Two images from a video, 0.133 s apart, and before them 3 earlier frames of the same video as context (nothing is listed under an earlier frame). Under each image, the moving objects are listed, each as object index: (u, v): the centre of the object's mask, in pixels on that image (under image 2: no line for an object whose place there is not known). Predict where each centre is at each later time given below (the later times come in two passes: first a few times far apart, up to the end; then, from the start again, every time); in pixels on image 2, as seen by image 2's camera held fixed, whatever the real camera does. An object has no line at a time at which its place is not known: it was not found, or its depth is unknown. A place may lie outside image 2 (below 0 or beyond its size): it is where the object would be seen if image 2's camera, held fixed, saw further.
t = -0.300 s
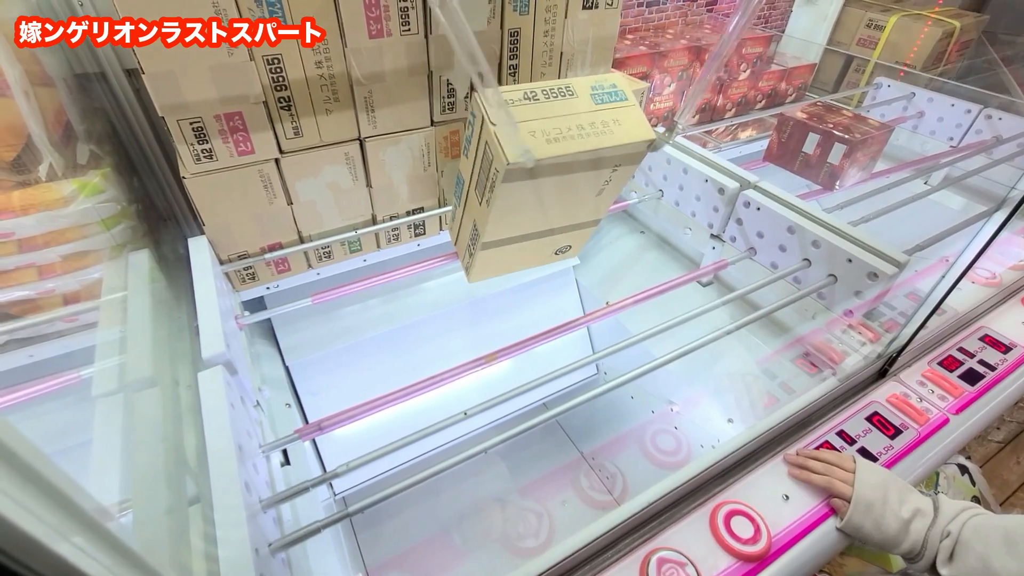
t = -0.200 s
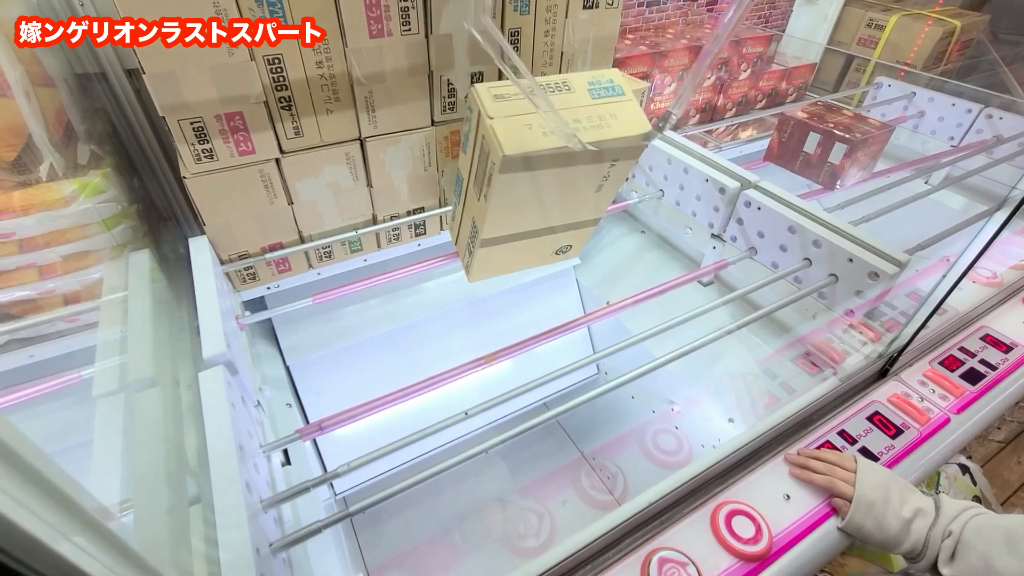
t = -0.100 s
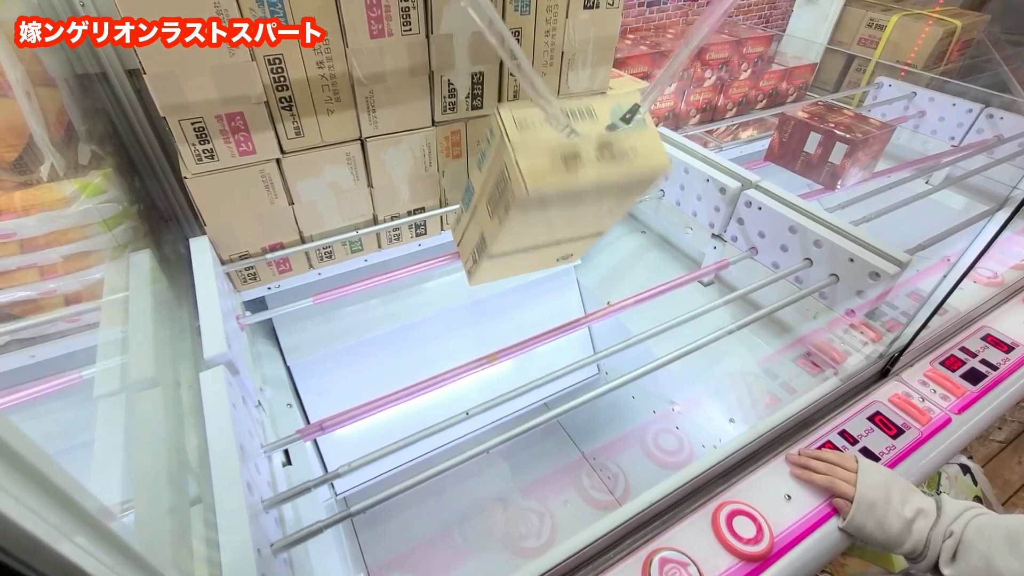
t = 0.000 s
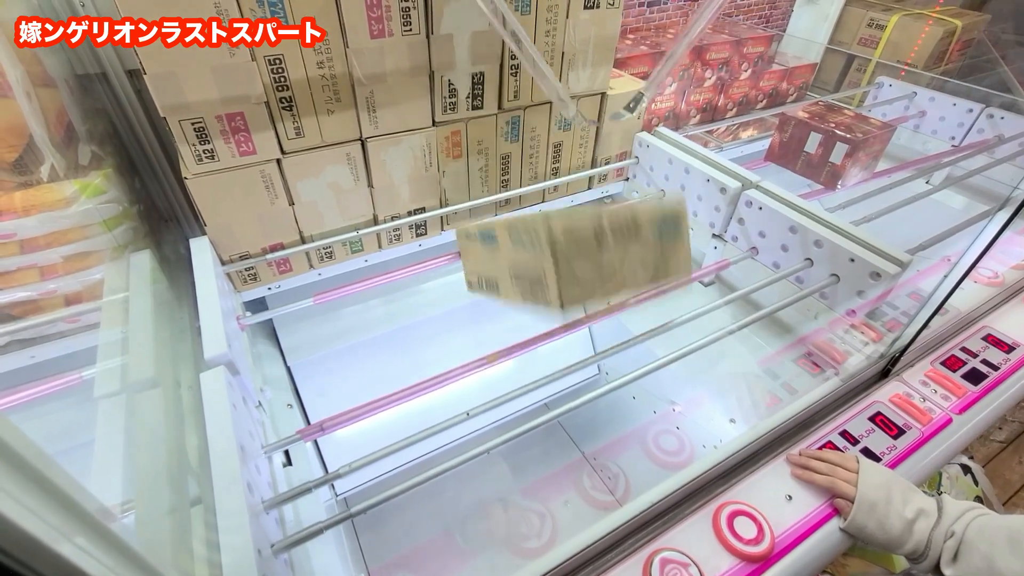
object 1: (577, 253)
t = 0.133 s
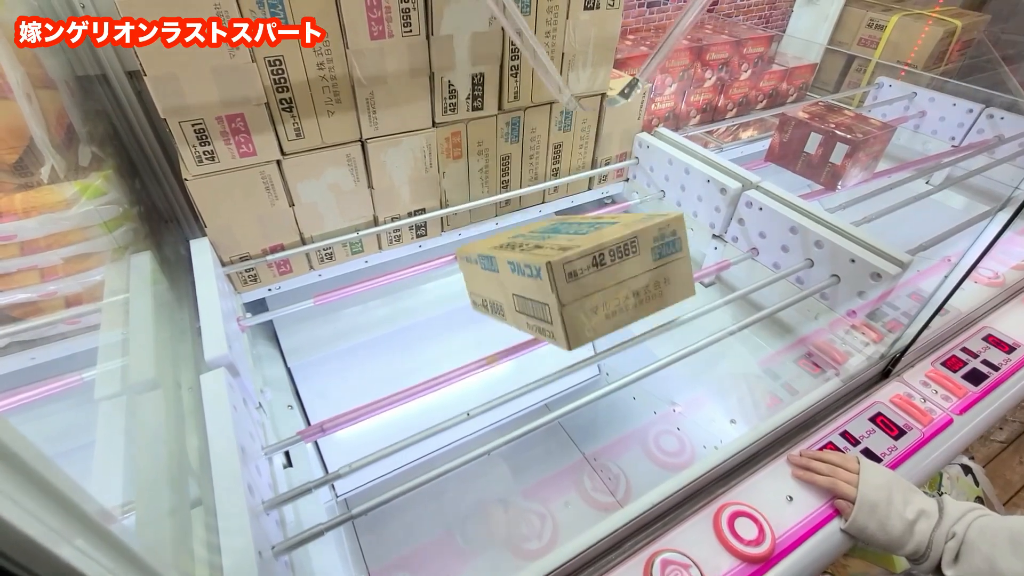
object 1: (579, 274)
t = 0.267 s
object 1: (579, 281)
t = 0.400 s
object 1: (580, 285)
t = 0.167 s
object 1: (579, 278)
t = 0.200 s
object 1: (579, 286)
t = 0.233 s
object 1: (579, 281)
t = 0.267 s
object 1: (579, 281)
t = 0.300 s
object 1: (579, 285)
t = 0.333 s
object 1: (579, 284)
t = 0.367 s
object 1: (579, 283)
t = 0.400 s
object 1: (580, 285)
